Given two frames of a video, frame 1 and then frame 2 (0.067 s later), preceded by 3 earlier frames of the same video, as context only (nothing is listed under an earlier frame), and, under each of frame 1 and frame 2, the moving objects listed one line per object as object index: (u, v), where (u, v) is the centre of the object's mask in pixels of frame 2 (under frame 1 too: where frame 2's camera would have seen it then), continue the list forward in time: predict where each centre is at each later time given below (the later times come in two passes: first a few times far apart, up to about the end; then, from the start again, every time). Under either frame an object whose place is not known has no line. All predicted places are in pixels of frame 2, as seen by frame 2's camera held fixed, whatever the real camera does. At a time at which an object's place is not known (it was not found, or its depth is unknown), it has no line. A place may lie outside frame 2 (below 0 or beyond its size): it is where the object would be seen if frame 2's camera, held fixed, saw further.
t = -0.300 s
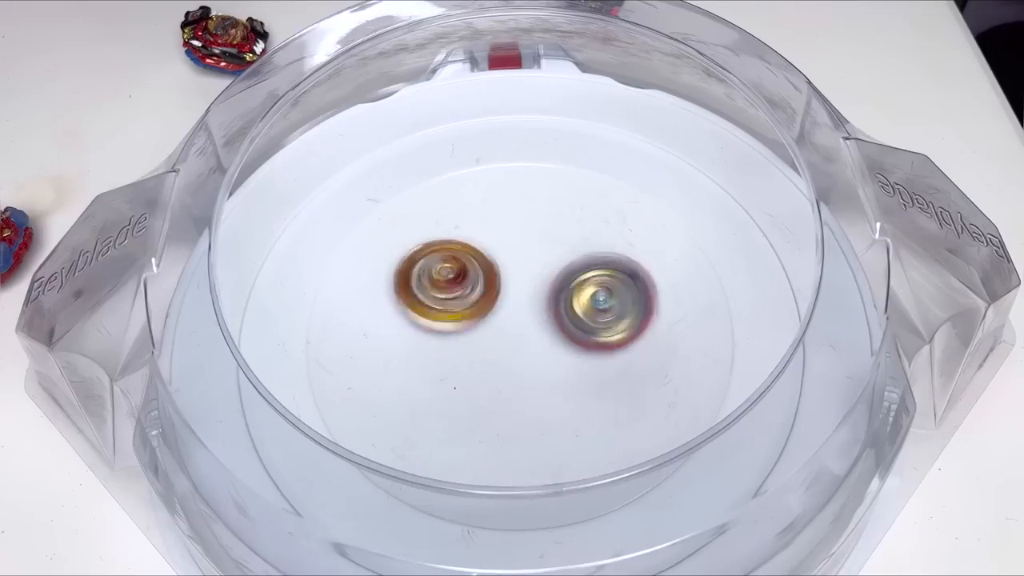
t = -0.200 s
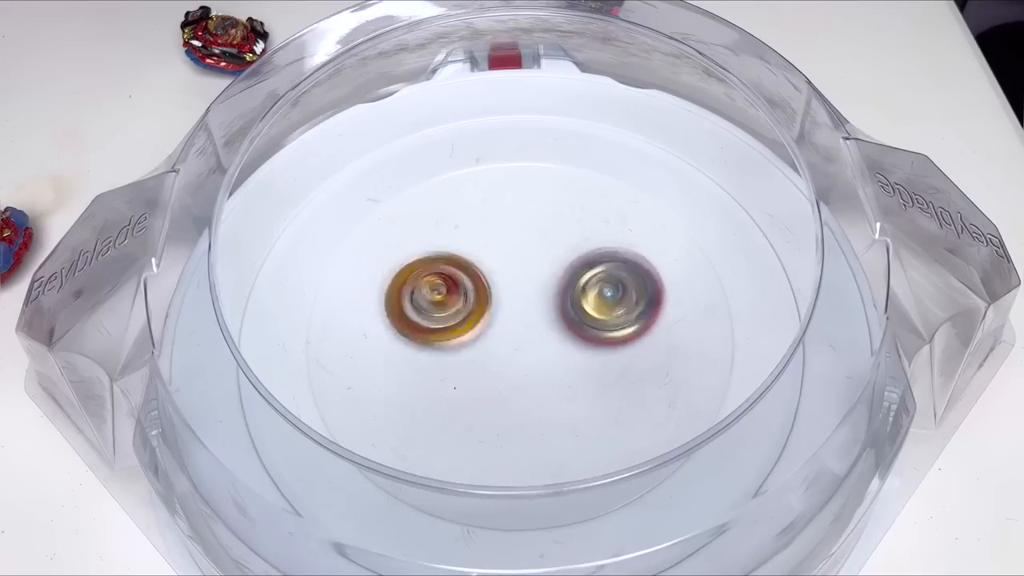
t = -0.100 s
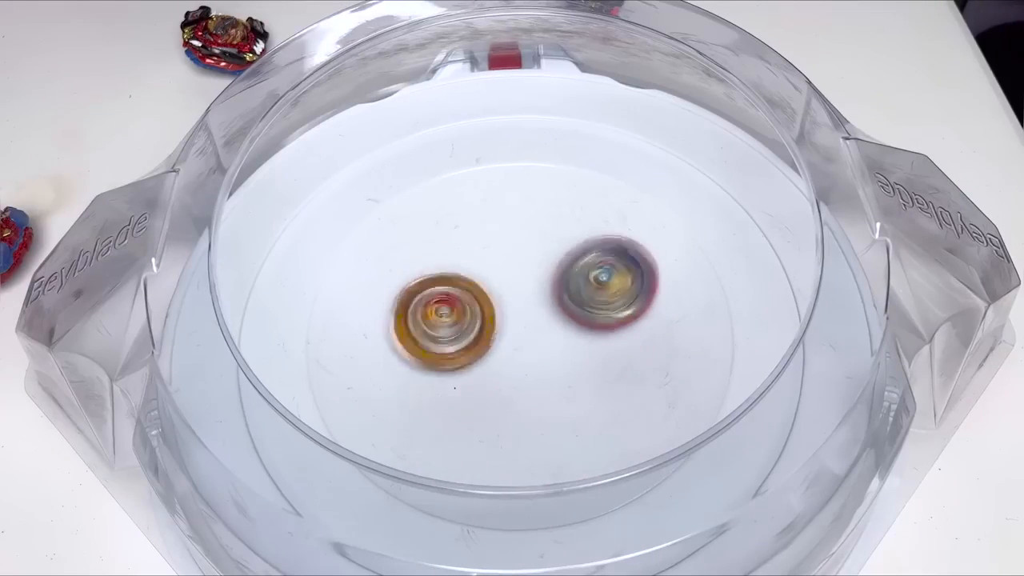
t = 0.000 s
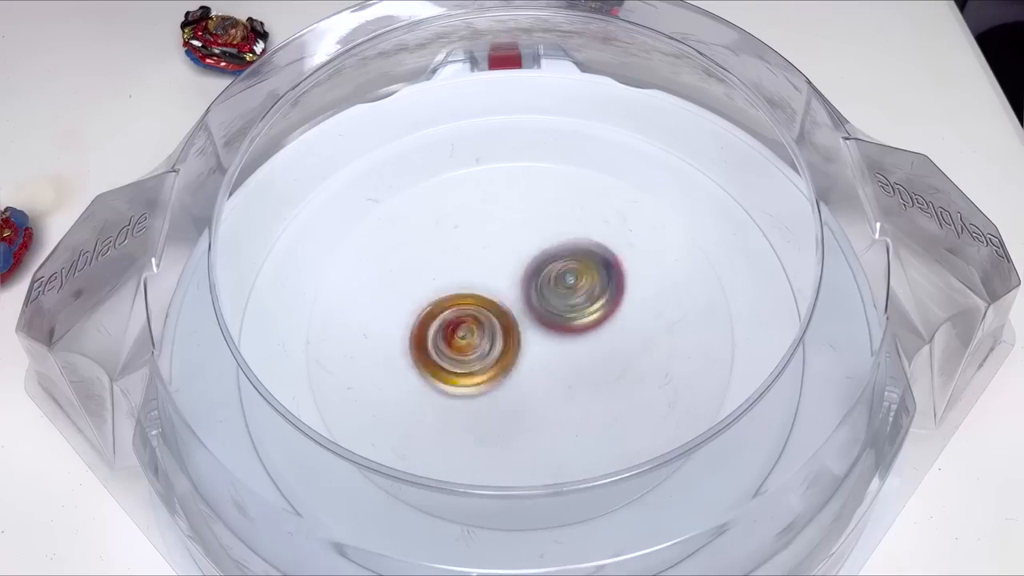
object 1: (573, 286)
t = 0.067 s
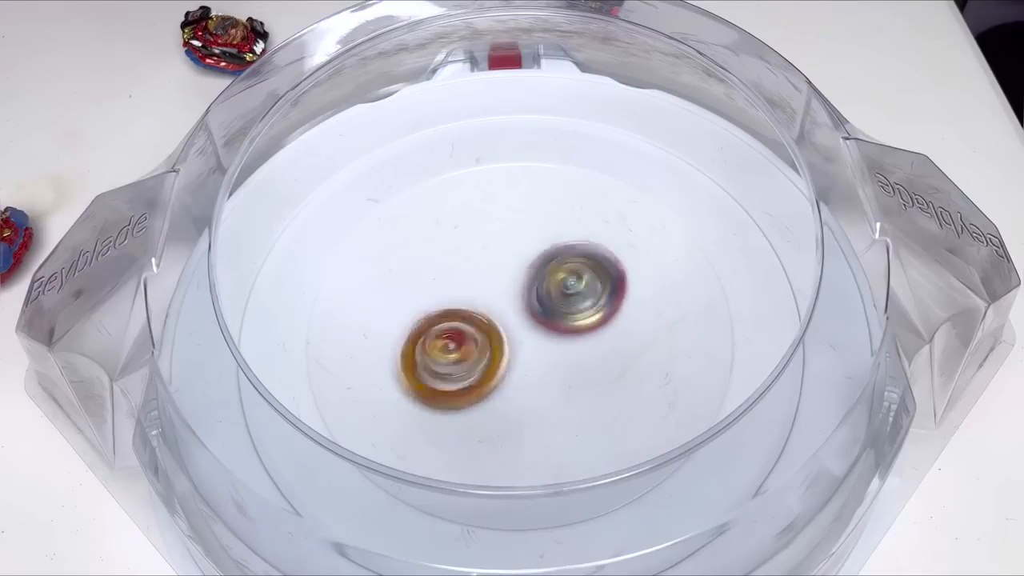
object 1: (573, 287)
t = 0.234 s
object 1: (559, 319)
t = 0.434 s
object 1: (608, 328)
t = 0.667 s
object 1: (559, 317)
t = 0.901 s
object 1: (548, 310)
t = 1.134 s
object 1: (569, 276)
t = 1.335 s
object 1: (623, 248)
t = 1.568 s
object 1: (631, 259)
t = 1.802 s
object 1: (623, 272)
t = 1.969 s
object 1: (582, 284)
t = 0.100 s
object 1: (576, 290)
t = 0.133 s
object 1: (572, 294)
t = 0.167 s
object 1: (565, 302)
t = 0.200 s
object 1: (562, 310)
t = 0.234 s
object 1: (559, 319)
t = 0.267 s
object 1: (559, 327)
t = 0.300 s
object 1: (560, 334)
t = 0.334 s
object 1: (582, 336)
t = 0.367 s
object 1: (593, 332)
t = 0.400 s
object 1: (601, 332)
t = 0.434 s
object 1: (608, 328)
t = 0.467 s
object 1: (613, 324)
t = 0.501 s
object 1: (610, 320)
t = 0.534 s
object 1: (602, 318)
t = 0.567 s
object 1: (594, 313)
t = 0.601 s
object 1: (584, 314)
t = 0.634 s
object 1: (570, 317)
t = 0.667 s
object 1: (559, 317)
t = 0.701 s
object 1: (550, 321)
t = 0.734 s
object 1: (547, 322)
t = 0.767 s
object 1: (551, 318)
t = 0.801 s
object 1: (552, 315)
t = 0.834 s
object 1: (549, 310)
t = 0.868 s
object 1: (543, 306)
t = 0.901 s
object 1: (548, 310)
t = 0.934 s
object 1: (556, 305)
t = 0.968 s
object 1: (560, 302)
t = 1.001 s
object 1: (562, 299)
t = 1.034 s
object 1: (564, 293)
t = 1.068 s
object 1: (561, 283)
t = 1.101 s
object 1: (566, 284)
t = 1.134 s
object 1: (569, 276)
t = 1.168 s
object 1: (573, 276)
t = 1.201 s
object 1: (588, 267)
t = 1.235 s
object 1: (604, 260)
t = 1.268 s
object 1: (613, 255)
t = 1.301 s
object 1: (613, 248)
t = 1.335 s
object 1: (623, 248)
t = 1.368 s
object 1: (625, 245)
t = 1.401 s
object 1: (628, 244)
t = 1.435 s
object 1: (635, 244)
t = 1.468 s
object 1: (636, 246)
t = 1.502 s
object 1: (639, 248)
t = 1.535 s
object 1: (633, 253)
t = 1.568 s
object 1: (631, 259)
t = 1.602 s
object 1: (624, 266)
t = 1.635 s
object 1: (617, 272)
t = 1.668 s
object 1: (614, 273)
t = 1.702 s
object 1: (604, 279)
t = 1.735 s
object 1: (620, 272)
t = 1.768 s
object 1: (624, 270)
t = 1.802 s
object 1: (623, 272)
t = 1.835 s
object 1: (617, 271)
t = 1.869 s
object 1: (607, 278)
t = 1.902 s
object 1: (599, 279)
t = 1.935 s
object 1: (594, 285)
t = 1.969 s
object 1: (582, 284)
